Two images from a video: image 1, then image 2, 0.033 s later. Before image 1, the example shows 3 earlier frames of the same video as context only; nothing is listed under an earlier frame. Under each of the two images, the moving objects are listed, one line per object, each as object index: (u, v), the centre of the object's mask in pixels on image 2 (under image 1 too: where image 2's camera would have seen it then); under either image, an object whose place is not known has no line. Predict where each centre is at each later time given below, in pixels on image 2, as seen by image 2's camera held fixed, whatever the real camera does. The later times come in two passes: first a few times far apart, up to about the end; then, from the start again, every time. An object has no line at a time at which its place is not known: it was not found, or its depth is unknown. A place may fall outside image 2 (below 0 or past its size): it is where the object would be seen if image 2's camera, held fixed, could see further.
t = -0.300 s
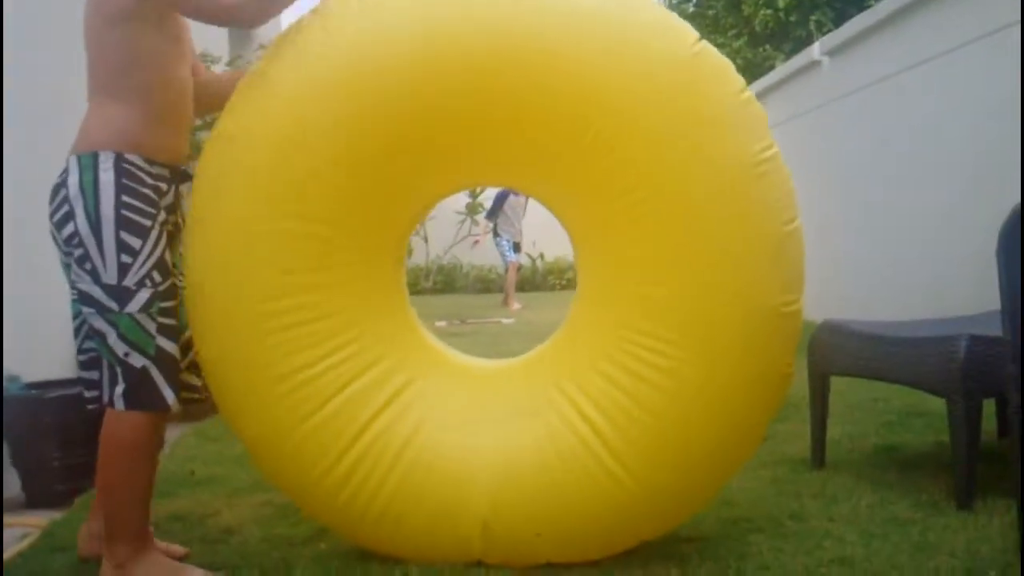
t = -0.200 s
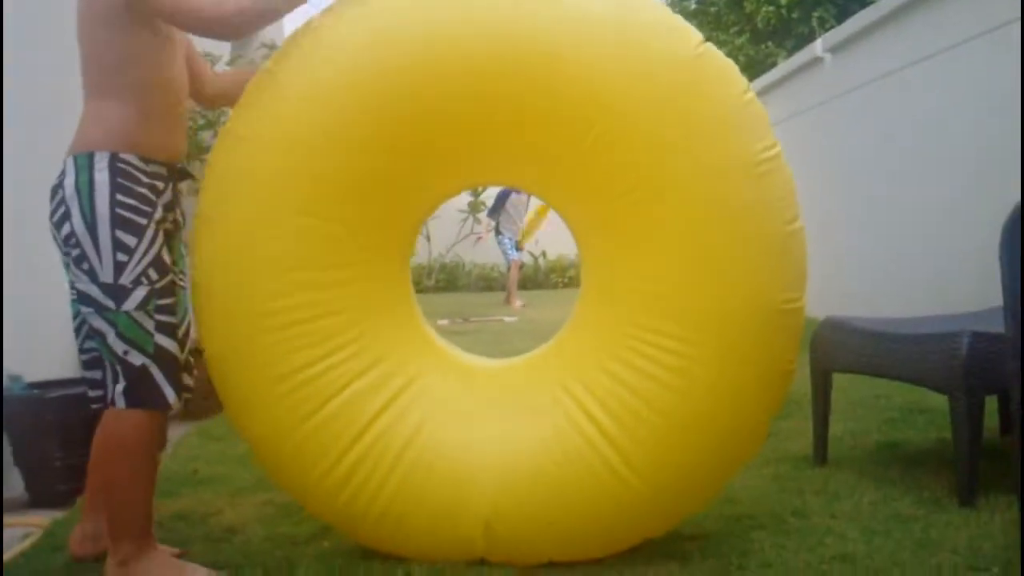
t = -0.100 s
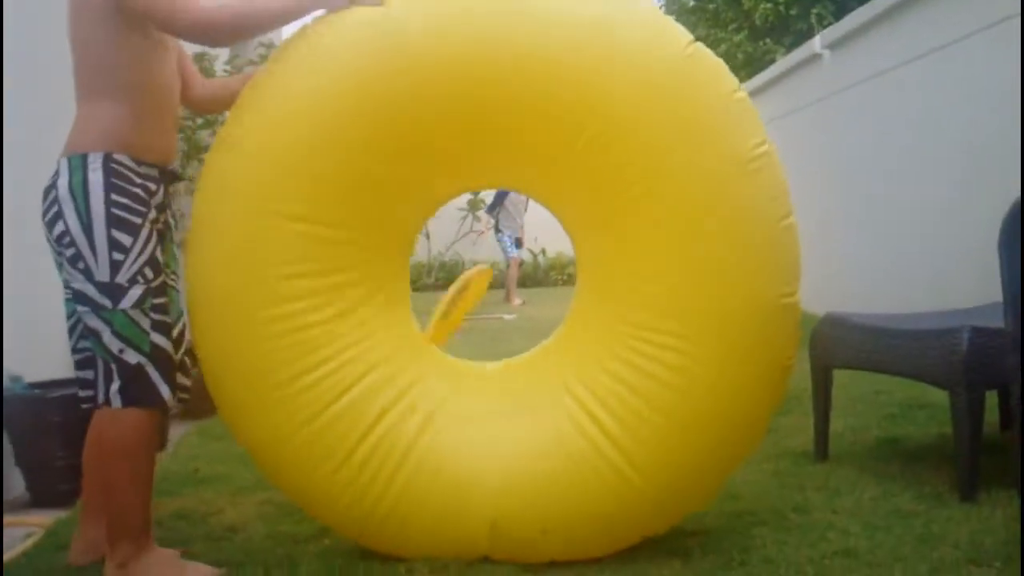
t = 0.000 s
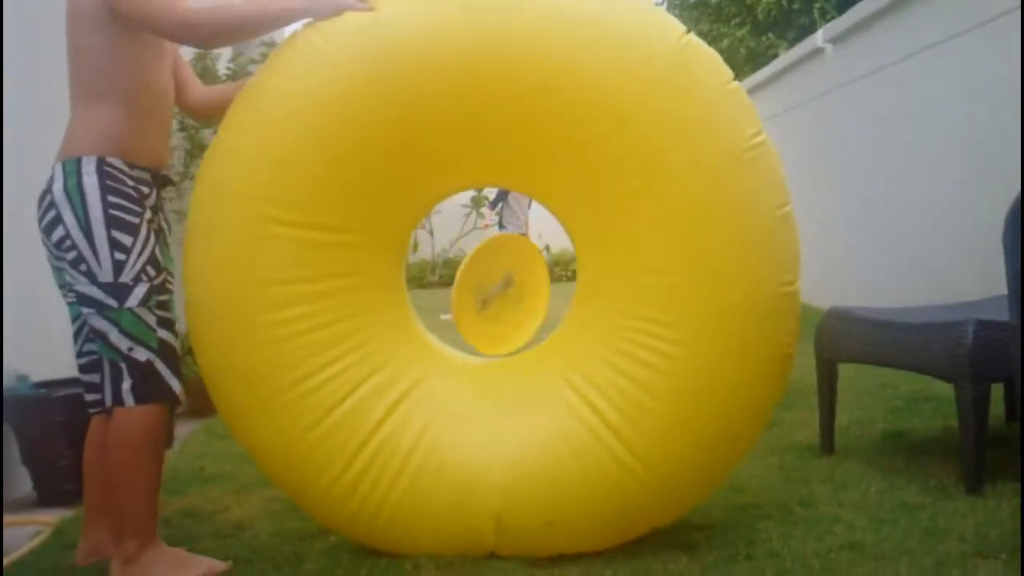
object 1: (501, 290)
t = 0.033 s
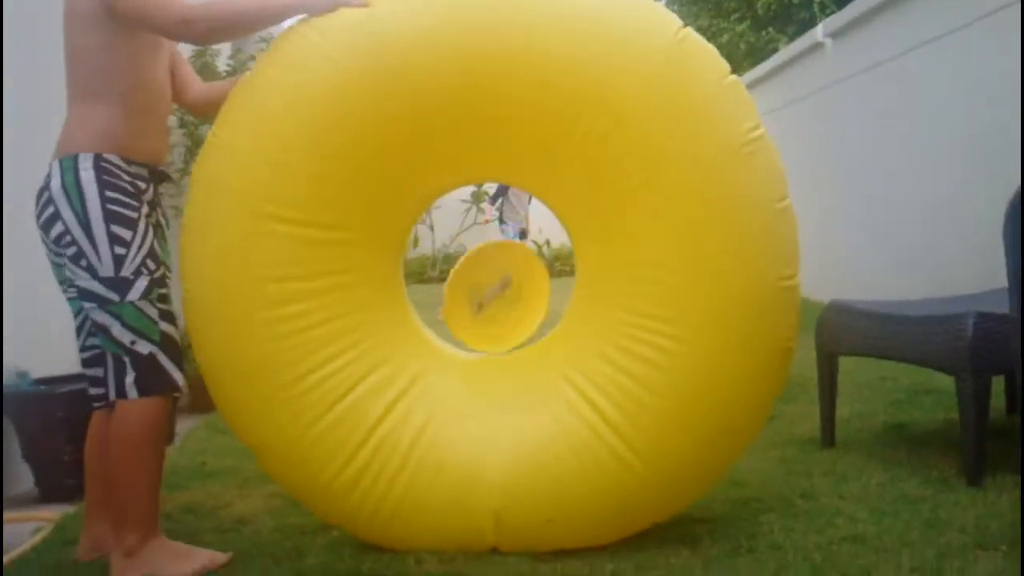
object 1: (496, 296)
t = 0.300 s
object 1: (441, 291)
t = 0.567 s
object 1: (469, 412)
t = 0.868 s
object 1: (498, 531)
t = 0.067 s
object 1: (487, 279)
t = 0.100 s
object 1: (477, 267)
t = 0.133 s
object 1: (466, 258)
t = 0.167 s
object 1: (455, 255)
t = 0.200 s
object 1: (448, 257)
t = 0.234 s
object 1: (444, 263)
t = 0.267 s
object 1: (445, 273)
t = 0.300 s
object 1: (441, 291)
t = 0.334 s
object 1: (444, 302)
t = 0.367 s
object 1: (447, 314)
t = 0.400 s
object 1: (447, 325)
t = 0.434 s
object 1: (447, 337)
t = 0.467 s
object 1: (448, 355)
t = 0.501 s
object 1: (455, 367)
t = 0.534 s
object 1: (462, 386)
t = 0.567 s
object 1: (469, 412)
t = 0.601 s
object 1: (477, 447)
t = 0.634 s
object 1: (487, 487)
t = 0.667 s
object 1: (492, 522)
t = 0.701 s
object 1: (493, 512)
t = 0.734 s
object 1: (493, 506)
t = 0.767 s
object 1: (495, 505)
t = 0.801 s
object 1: (496, 510)
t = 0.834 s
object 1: (498, 521)
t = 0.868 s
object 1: (498, 531)
